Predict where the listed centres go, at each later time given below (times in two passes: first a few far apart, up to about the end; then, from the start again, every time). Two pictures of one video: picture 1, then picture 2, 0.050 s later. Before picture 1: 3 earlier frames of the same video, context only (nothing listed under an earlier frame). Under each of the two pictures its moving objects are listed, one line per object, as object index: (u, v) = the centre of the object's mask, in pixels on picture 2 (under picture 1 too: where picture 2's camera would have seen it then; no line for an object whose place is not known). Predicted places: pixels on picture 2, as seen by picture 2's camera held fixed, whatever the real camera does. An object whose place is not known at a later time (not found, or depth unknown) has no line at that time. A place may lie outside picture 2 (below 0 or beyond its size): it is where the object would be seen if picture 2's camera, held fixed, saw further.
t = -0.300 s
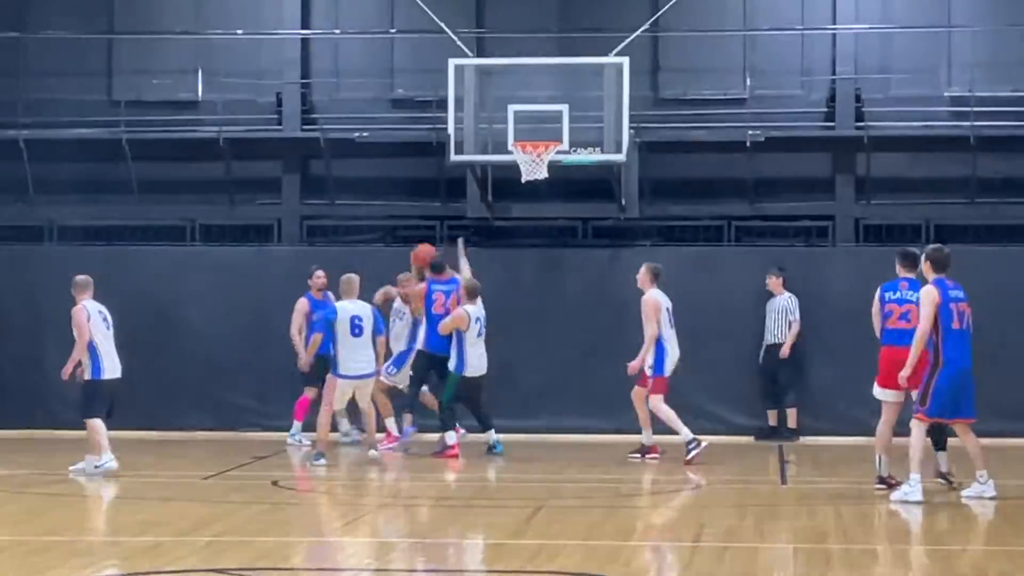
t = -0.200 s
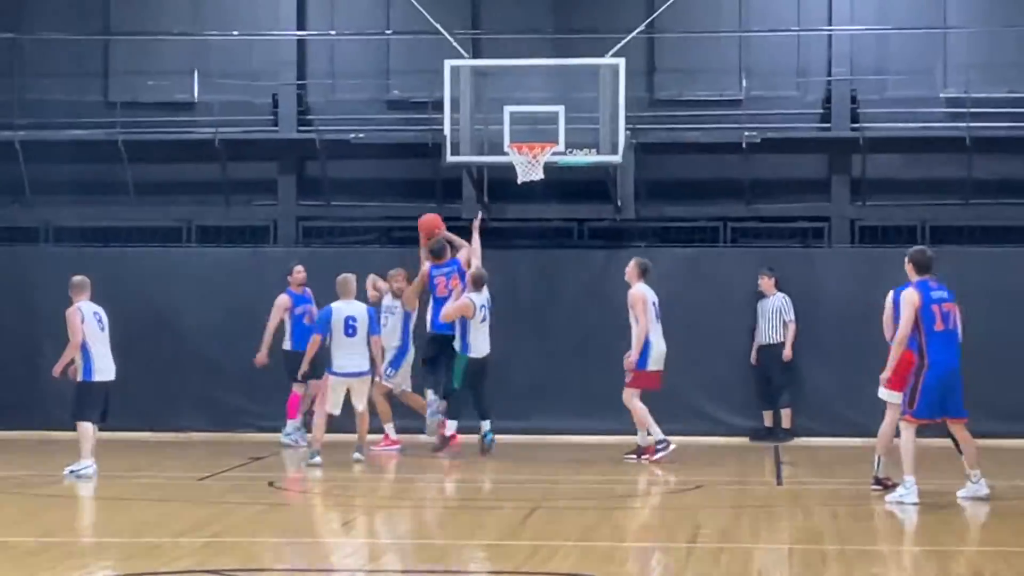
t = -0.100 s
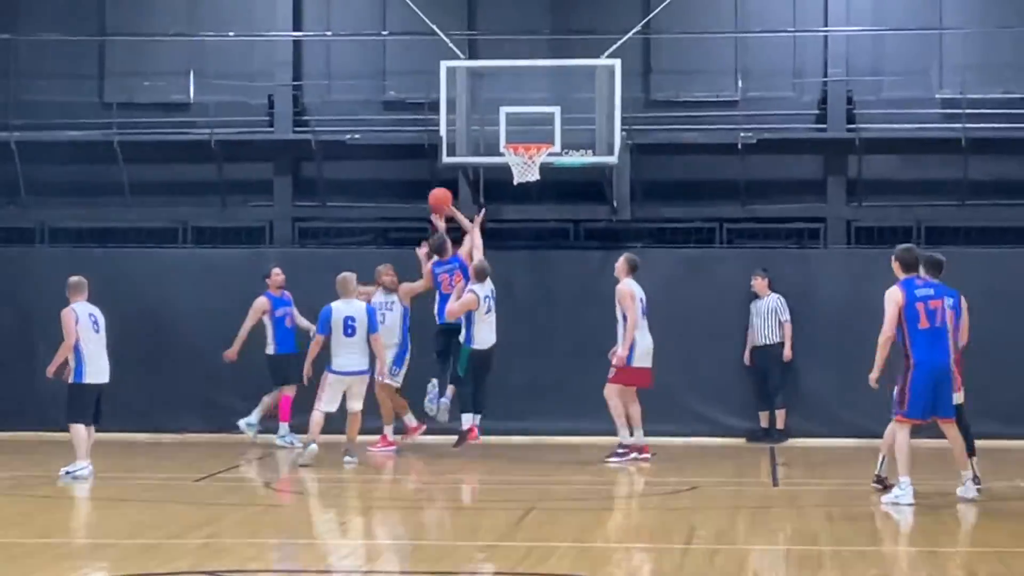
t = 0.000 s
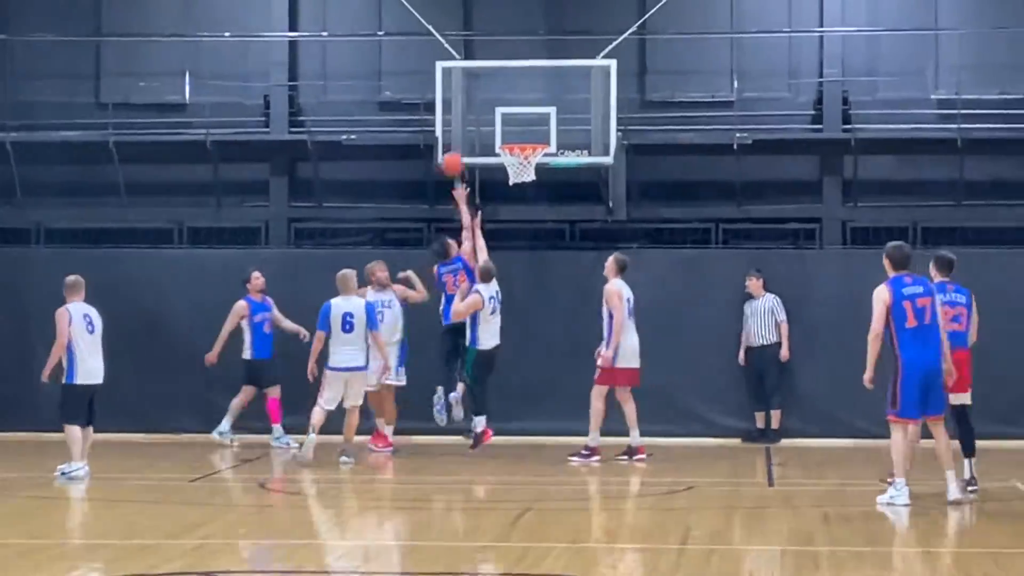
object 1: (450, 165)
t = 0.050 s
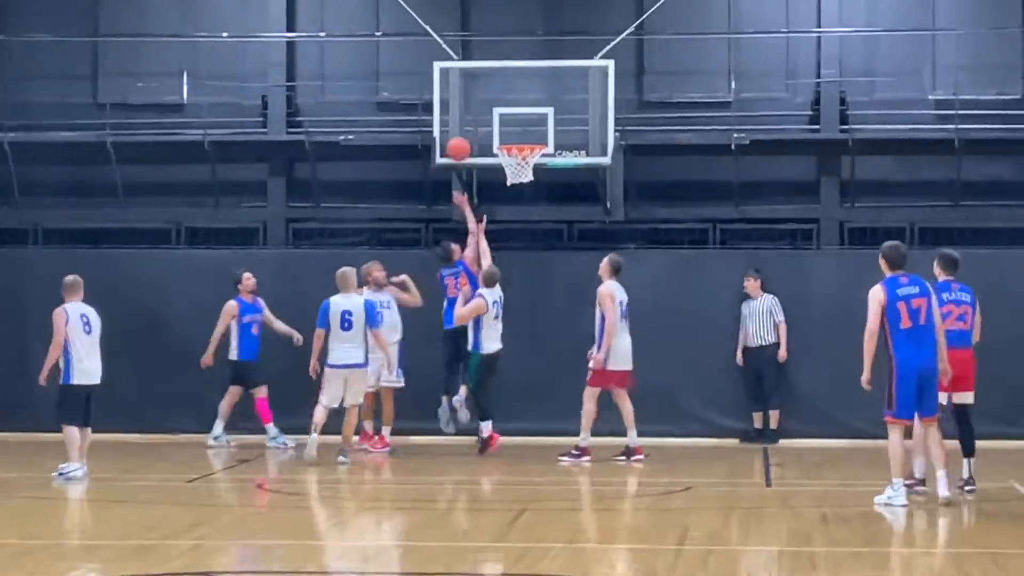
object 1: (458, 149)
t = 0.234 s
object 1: (490, 116)
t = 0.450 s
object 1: (511, 120)
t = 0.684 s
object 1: (528, 168)
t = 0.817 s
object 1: (521, 184)
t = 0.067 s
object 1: (462, 144)
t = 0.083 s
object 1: (466, 140)
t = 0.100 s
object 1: (468, 137)
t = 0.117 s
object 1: (470, 134)
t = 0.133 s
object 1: (473, 130)
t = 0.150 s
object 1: (476, 127)
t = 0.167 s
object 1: (479, 124)
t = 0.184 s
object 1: (481, 121)
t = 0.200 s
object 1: (482, 120)
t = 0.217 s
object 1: (487, 118)
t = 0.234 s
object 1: (490, 116)
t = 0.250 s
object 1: (492, 115)
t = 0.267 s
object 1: (495, 114)
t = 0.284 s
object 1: (498, 113)
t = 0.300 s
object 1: (500, 113)
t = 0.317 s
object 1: (503, 113)
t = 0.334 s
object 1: (505, 113)
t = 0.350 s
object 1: (505, 113)
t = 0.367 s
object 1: (506, 113)
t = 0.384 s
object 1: (507, 113)
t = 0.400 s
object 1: (508, 115)
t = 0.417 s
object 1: (509, 116)
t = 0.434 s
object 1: (510, 117)
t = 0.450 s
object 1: (511, 120)
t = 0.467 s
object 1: (511, 122)
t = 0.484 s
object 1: (513, 125)
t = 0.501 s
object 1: (513, 127)
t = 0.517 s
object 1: (514, 130)
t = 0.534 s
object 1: (515, 133)
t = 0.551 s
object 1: (516, 135)
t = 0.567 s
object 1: (517, 137)
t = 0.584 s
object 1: (518, 140)
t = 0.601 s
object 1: (519, 144)
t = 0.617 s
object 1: (522, 152)
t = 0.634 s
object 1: (523, 159)
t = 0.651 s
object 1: (525, 163)
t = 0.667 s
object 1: (526, 162)
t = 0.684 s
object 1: (528, 168)
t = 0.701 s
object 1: (521, 180)
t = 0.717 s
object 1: (522, 180)
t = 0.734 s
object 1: (522, 179)
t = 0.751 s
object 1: (521, 180)
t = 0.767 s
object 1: (521, 180)
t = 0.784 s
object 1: (520, 181)
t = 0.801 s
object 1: (521, 182)
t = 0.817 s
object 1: (521, 184)
